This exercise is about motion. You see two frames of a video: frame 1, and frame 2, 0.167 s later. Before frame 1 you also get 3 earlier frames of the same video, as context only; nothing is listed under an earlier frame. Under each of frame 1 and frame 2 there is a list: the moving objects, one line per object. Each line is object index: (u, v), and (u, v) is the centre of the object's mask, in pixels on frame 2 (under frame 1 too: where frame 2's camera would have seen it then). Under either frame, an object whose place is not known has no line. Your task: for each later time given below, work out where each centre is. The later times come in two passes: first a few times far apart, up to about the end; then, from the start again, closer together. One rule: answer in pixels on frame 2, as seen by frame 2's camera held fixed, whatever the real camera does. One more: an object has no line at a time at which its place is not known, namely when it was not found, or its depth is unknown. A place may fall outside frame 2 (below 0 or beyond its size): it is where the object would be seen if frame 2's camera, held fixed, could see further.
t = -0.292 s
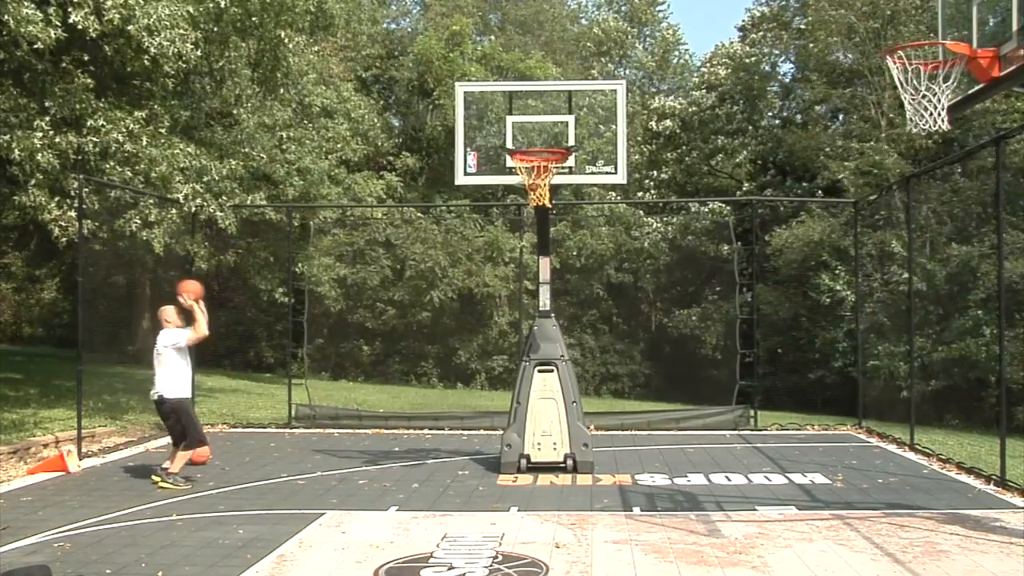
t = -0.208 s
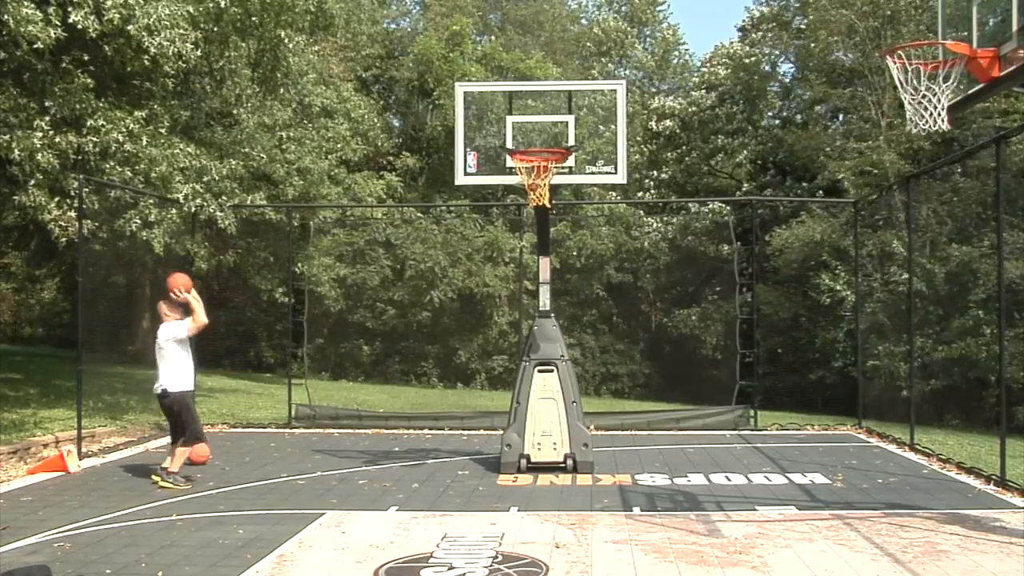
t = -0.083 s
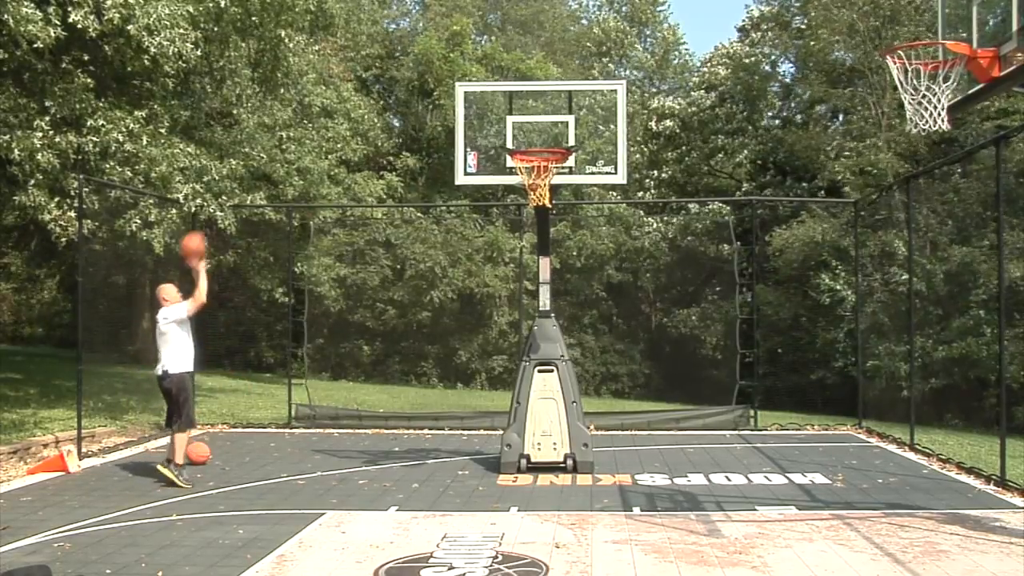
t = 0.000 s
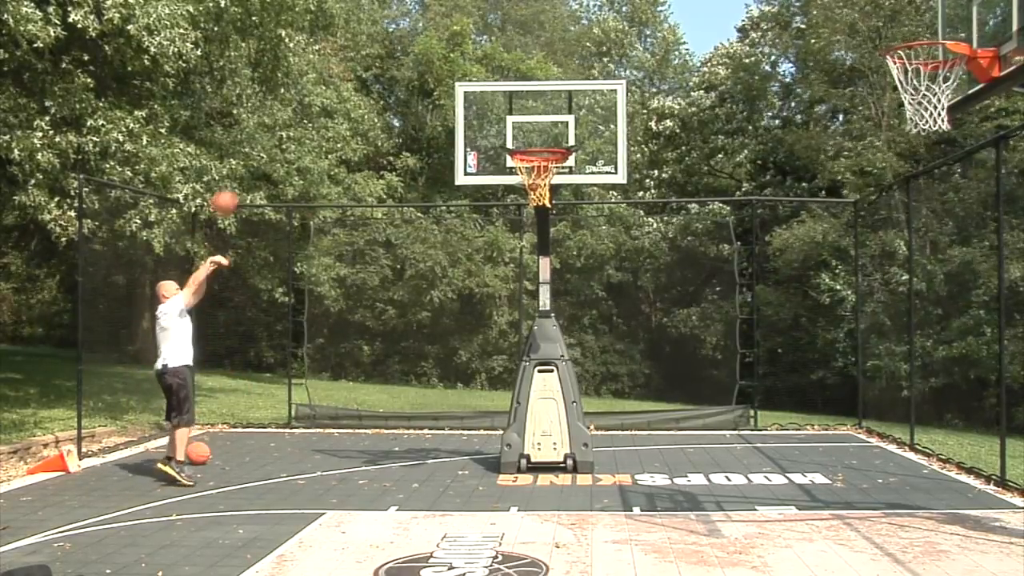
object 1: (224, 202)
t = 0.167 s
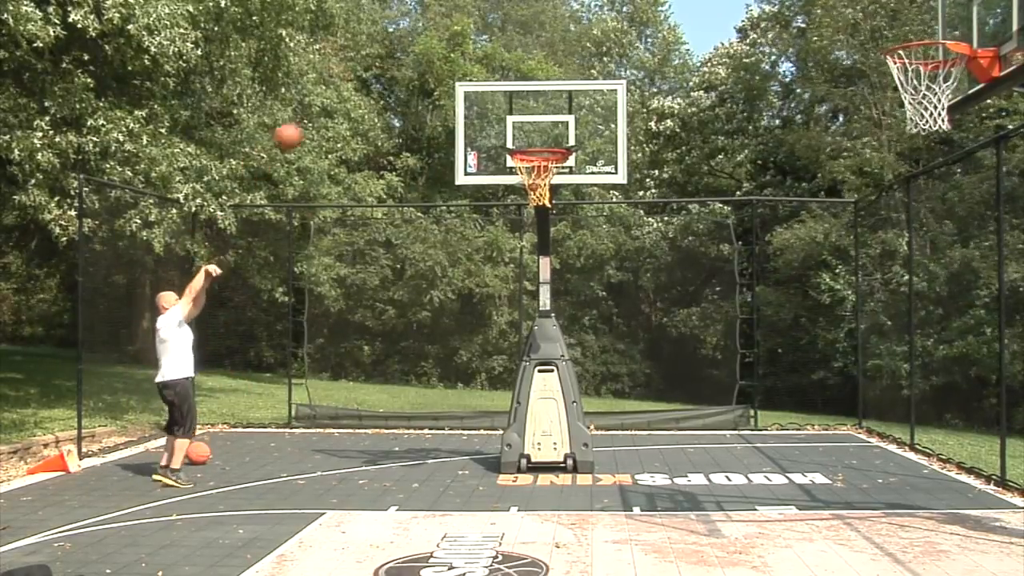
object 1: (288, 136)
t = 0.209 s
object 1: (305, 124)
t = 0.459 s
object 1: (403, 92)
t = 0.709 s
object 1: (502, 127)
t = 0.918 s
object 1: (549, 140)
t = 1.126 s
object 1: (531, 142)
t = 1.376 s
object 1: (558, 173)
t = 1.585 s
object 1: (540, 188)
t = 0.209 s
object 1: (305, 124)
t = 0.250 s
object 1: (320, 114)
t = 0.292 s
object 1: (336, 106)
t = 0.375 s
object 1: (370, 95)
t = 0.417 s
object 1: (386, 92)
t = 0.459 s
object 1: (403, 92)
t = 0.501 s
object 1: (419, 92)
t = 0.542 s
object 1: (435, 96)
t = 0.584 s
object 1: (450, 101)
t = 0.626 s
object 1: (471, 109)
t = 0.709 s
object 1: (502, 127)
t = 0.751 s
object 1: (521, 139)
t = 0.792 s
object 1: (531, 139)
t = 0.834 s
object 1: (543, 140)
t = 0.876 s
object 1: (553, 142)
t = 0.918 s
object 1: (549, 140)
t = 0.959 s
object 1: (542, 140)
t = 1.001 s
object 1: (536, 140)
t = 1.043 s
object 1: (529, 141)
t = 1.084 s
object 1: (528, 142)
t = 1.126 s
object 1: (531, 142)
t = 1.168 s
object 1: (537, 143)
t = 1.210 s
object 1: (542, 150)
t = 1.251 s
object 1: (546, 160)
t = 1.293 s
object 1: (549, 166)
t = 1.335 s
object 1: (556, 171)
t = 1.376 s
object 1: (558, 173)
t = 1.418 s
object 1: (557, 173)
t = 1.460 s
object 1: (555, 174)
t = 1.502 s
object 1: (546, 180)
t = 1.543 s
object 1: (545, 183)
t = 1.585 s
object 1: (540, 188)
